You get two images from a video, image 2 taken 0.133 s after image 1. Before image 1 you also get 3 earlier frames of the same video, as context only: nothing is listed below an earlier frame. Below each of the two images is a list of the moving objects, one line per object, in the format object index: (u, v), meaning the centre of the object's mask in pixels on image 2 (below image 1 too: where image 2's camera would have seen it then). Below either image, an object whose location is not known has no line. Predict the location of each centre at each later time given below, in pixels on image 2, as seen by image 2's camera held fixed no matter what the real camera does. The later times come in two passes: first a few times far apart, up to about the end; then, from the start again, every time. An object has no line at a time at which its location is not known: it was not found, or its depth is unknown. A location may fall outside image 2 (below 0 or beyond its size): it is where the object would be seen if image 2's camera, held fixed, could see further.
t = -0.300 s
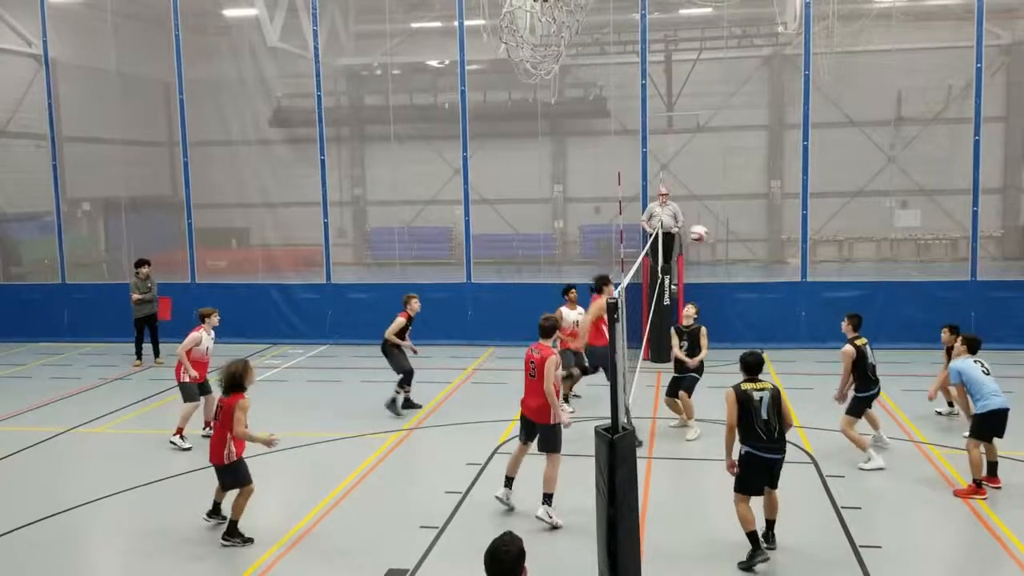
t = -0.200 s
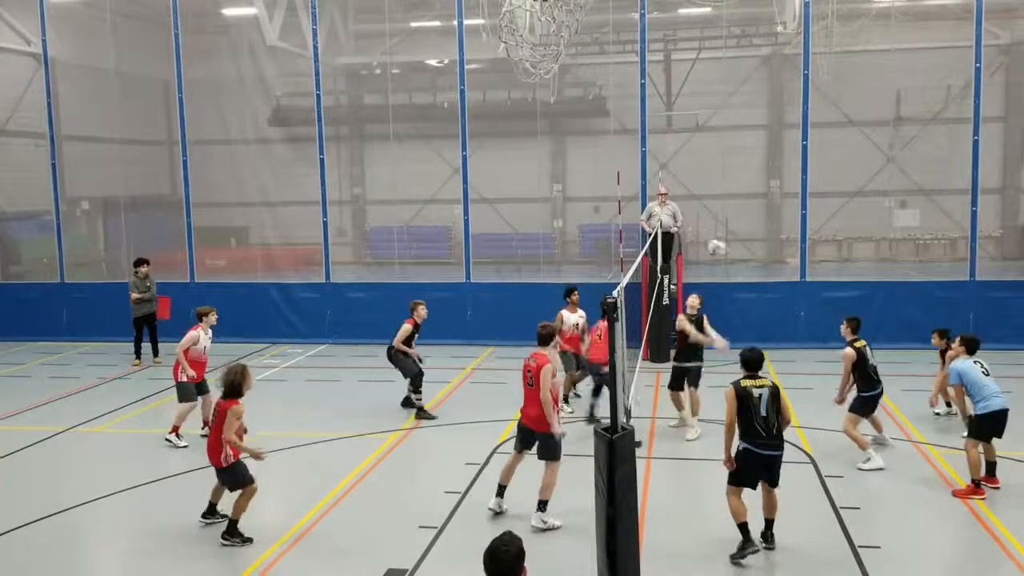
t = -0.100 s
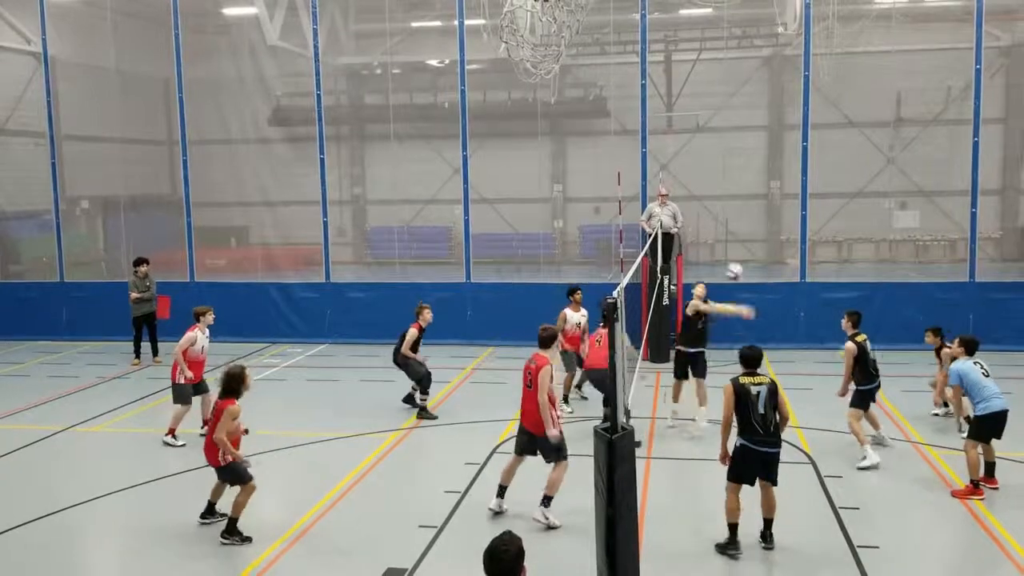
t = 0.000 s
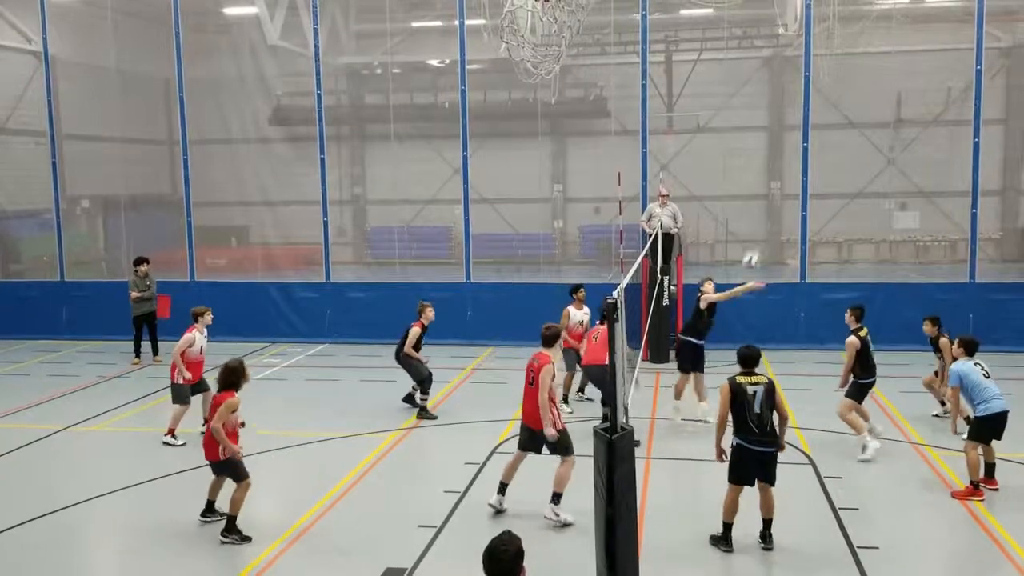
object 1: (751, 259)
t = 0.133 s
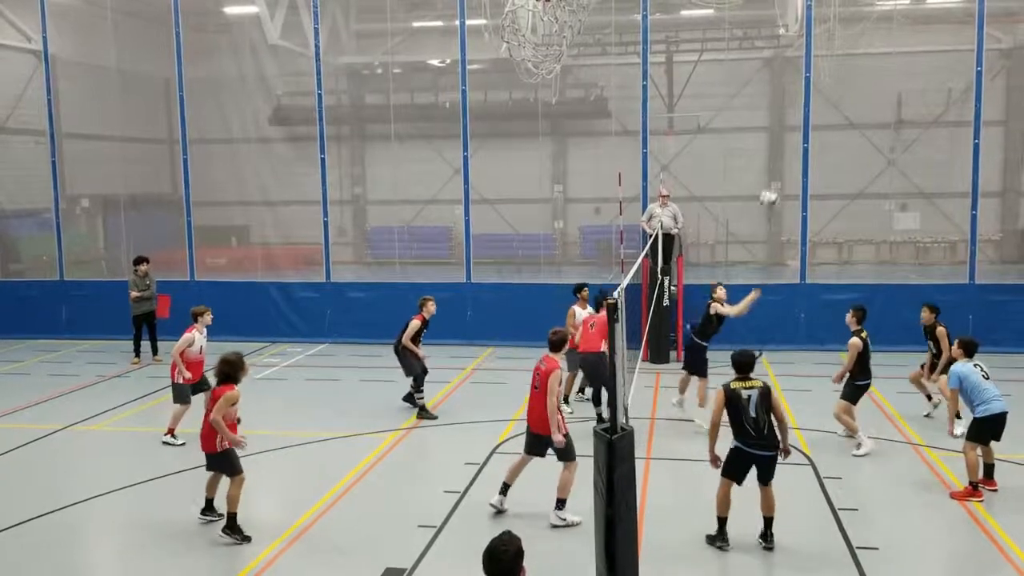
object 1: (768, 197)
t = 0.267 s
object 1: (784, 150)
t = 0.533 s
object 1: (813, 94)
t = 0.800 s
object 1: (840, 99)
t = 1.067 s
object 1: (862, 165)
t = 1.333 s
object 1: (883, 292)
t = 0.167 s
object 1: (772, 185)
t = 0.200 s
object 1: (777, 172)
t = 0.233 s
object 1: (780, 161)
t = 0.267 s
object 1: (784, 150)
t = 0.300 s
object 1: (787, 138)
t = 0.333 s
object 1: (792, 129)
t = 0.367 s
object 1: (795, 121)
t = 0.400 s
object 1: (800, 114)
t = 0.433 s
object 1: (803, 107)
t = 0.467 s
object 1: (807, 104)
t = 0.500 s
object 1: (810, 98)
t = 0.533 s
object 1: (813, 94)
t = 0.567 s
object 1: (817, 92)
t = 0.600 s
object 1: (820, 90)
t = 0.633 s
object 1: (824, 89)
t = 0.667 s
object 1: (826, 89)
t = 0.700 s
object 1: (830, 91)
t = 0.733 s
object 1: (833, 93)
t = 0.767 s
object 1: (836, 96)
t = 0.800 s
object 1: (840, 99)
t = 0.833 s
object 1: (842, 104)
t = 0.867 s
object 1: (846, 111)
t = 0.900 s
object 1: (849, 117)
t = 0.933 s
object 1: (852, 125)
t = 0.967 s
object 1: (854, 134)
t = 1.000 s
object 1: (857, 142)
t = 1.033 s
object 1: (861, 154)
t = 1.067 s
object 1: (862, 165)
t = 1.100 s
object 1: (866, 177)
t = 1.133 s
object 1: (869, 191)
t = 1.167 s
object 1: (871, 206)
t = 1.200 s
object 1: (874, 222)
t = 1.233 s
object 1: (877, 238)
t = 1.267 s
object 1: (879, 254)
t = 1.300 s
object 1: (882, 272)
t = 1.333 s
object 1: (883, 292)
